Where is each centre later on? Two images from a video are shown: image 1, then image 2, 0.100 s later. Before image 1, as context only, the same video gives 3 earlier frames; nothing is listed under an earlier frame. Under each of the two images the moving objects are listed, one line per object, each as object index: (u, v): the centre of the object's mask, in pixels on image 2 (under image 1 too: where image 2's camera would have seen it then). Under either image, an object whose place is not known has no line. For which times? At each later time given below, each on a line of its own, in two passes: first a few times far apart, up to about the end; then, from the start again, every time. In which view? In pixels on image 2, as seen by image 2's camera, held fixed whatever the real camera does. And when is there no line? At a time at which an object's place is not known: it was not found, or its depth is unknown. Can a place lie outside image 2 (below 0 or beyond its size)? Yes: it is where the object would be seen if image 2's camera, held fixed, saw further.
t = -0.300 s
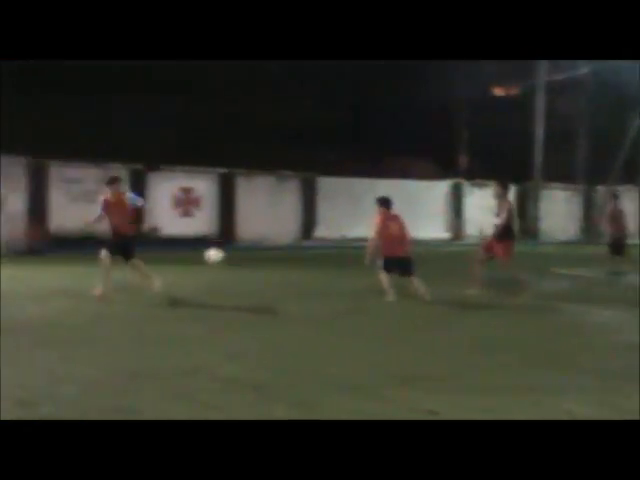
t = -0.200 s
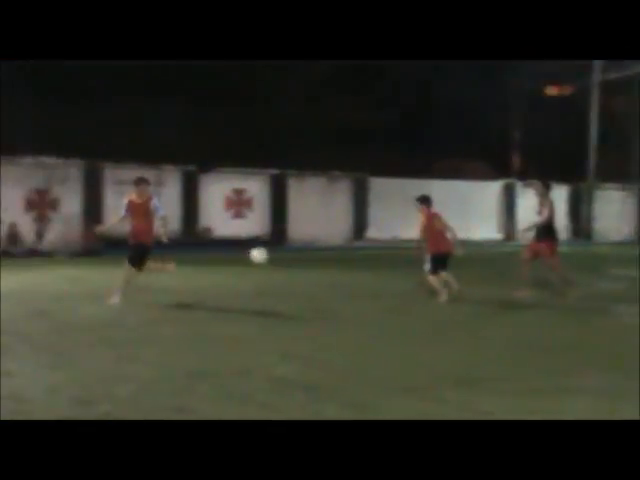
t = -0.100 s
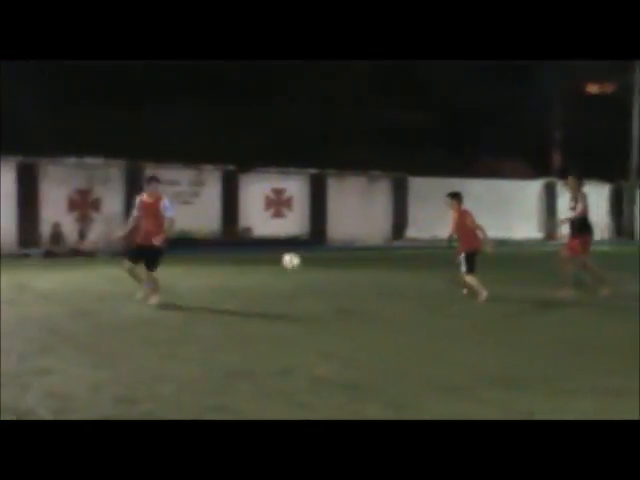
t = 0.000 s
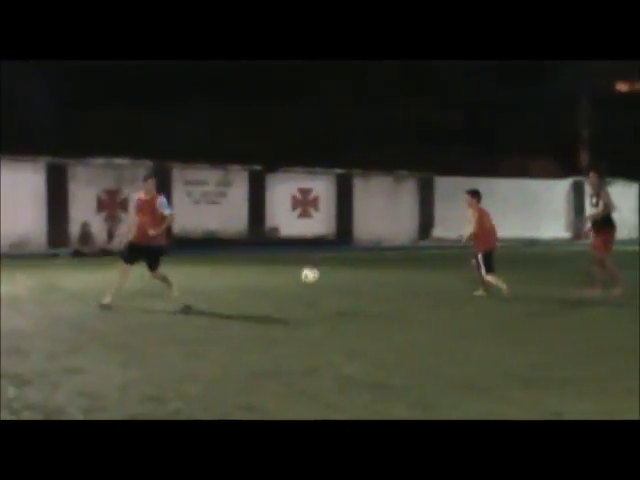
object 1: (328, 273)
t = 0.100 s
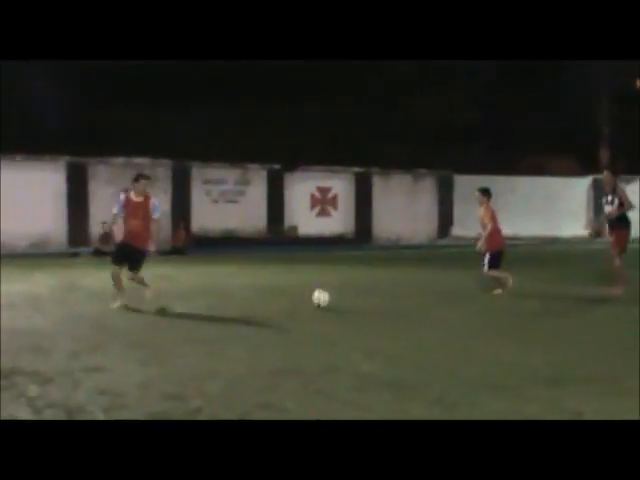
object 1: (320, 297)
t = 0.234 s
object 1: (307, 284)
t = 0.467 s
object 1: (283, 281)
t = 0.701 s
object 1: (255, 310)
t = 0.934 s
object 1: (225, 301)
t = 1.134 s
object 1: (196, 328)
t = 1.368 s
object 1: (157, 335)
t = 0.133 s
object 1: (318, 299)
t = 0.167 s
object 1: (314, 294)
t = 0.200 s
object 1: (311, 288)
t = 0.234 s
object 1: (307, 284)
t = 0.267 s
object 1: (304, 281)
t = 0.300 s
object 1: (301, 279)
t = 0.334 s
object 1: (297, 278)
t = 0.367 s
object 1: (294, 277)
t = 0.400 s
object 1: (290, 277)
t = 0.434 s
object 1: (287, 278)
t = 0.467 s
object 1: (283, 281)
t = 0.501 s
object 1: (279, 284)
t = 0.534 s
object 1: (276, 289)
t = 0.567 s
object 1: (271, 295)
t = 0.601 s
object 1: (268, 301)
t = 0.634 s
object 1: (264, 309)
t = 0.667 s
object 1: (260, 315)
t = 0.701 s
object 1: (255, 310)
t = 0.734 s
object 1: (251, 306)
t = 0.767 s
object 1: (247, 302)
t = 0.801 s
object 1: (242, 299)
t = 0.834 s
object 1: (238, 298)
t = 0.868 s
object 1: (234, 298)
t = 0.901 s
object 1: (230, 300)
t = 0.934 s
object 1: (225, 301)
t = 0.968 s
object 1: (221, 305)
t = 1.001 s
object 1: (215, 309)
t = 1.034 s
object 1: (212, 314)
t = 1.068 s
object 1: (205, 322)
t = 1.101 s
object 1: (201, 329)
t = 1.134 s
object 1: (196, 328)
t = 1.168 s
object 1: (191, 326)
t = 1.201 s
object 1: (185, 324)
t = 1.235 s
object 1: (180, 324)
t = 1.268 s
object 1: (175, 325)
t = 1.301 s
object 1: (168, 327)
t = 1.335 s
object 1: (163, 330)
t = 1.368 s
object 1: (157, 335)
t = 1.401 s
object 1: (151, 341)
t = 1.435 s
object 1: (146, 340)
